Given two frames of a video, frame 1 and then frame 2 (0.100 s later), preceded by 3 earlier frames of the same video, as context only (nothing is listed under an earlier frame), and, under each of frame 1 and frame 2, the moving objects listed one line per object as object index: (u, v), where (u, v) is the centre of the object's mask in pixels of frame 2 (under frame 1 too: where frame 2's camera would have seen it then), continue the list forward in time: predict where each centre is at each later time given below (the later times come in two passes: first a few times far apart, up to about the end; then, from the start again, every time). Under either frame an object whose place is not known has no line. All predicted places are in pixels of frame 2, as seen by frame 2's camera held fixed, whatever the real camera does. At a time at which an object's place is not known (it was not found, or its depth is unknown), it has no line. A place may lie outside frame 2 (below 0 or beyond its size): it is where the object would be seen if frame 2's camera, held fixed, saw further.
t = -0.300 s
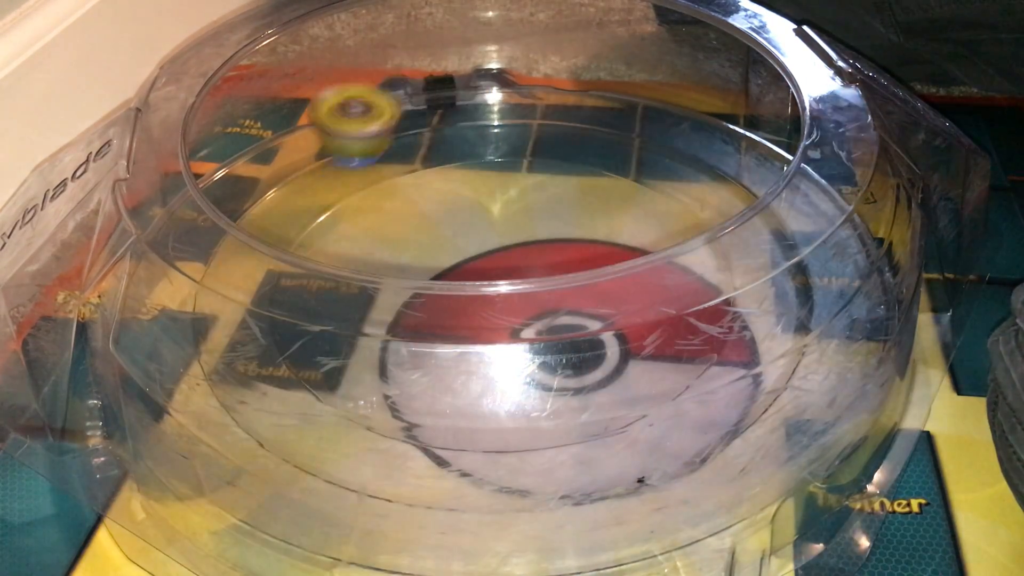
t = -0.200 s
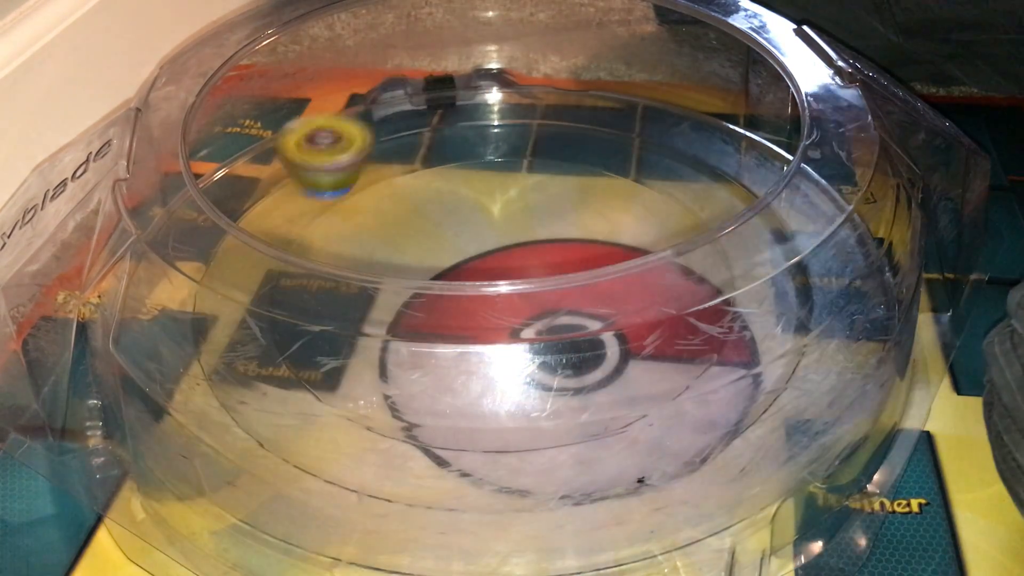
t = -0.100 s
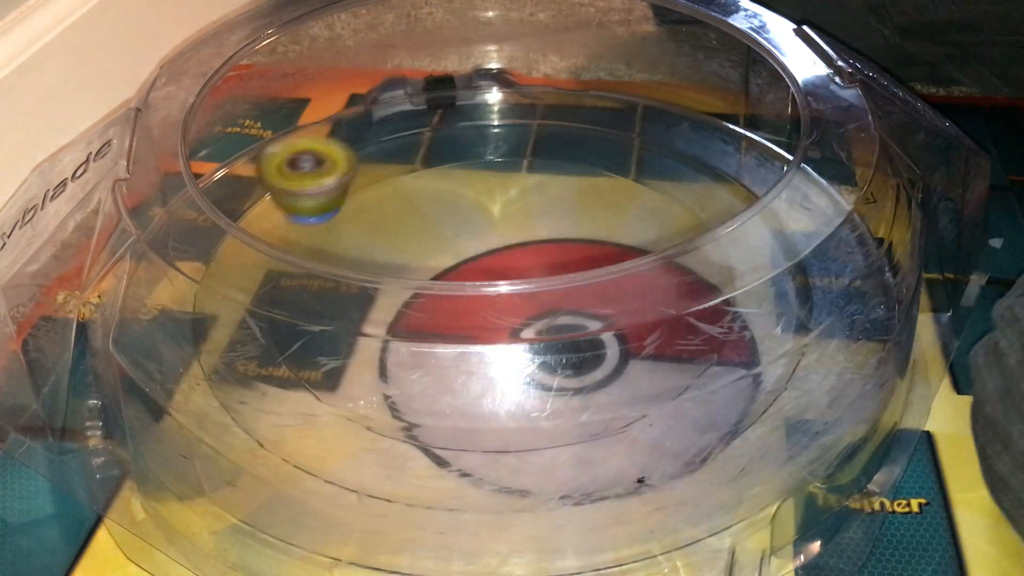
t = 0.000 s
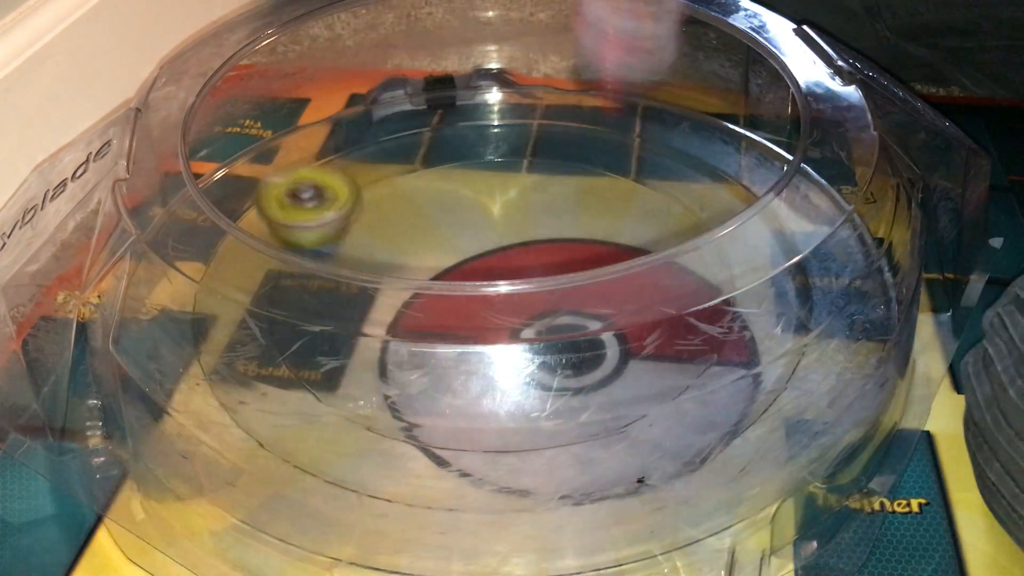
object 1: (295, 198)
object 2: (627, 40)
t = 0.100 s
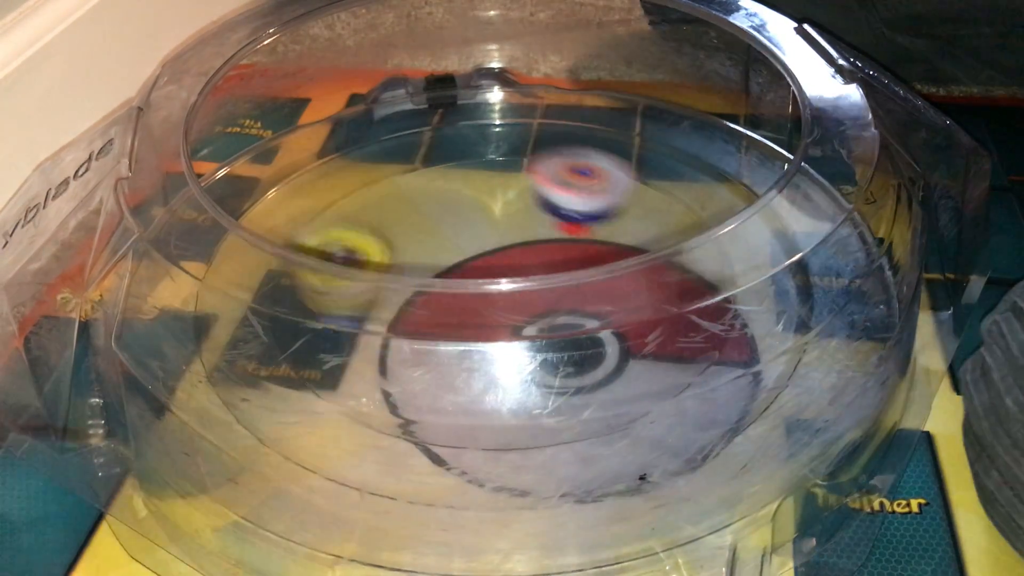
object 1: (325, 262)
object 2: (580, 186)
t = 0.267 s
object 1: (502, 320)
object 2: (459, 251)
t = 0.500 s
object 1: (654, 209)
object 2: (452, 265)
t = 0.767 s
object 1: (474, 173)
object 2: (603, 278)
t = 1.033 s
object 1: (405, 306)
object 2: (550, 324)
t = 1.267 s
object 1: (438, 318)
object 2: (574, 332)
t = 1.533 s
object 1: (468, 263)
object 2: (610, 297)
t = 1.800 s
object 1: (402, 234)
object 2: (551, 241)
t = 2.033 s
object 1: (372, 238)
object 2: (562, 225)
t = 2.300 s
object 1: (415, 261)
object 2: (577, 235)
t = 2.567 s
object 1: (486, 271)
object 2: (601, 207)
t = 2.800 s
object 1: (504, 257)
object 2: (623, 177)
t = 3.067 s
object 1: (473, 261)
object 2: (563, 192)
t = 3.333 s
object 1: (481, 275)
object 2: (500, 204)
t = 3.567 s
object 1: (502, 263)
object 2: (434, 206)
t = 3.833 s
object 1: (512, 254)
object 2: (399, 209)
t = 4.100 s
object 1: (521, 248)
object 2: (339, 186)
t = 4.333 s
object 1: (507, 258)
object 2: (397, 238)
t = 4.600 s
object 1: (538, 261)
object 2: (365, 266)
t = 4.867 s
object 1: (541, 244)
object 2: (389, 316)
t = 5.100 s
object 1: (503, 224)
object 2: (339, 319)
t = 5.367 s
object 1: (494, 203)
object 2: (471, 334)
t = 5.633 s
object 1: (480, 182)
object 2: (551, 359)
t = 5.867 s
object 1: (480, 242)
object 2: (566, 315)
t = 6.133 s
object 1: (435, 259)
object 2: (669, 283)
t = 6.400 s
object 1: (482, 296)
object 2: (610, 234)
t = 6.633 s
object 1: (521, 276)
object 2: (519, 183)
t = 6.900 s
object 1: (488, 256)
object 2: (443, 153)
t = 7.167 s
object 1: (455, 255)
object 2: (390, 206)
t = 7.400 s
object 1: (501, 271)
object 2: (367, 242)
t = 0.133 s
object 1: (356, 285)
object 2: (554, 185)
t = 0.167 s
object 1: (377, 306)
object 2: (526, 198)
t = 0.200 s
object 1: (412, 316)
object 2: (498, 231)
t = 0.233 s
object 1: (458, 320)
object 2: (473, 251)
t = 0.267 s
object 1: (502, 320)
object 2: (459, 251)
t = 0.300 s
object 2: (443, 273)
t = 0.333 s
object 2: (432, 282)
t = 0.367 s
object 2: (427, 285)
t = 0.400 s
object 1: (651, 272)
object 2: (425, 282)
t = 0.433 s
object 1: (653, 234)
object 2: (428, 278)
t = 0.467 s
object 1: (654, 222)
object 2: (436, 273)
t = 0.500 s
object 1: (654, 209)
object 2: (452, 265)
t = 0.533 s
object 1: (644, 192)
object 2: (471, 256)
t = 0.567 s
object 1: (626, 177)
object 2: (495, 263)
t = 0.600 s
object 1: (605, 167)
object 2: (518, 261)
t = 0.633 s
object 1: (583, 161)
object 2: (539, 261)
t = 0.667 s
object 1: (556, 158)
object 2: (560, 261)
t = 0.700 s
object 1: (530, 159)
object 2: (577, 263)
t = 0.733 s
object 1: (502, 163)
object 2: (594, 269)
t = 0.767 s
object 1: (474, 173)
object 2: (603, 278)
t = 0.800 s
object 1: (450, 185)
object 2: (606, 279)
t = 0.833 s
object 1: (427, 202)
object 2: (608, 286)
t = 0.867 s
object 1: (412, 218)
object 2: (609, 299)
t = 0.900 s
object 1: (402, 239)
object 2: (598, 306)
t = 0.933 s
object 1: (399, 253)
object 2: (583, 315)
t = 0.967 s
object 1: (404, 276)
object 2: (563, 320)
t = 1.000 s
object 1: (412, 305)
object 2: (546, 322)
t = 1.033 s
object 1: (405, 306)
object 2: (550, 324)
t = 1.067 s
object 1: (402, 309)
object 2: (558, 331)
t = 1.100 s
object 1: (404, 313)
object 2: (560, 332)
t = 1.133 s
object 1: (413, 317)
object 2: (559, 333)
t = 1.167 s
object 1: (423, 319)
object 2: (559, 334)
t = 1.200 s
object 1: (426, 319)
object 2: (564, 335)
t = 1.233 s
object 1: (430, 319)
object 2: (570, 334)
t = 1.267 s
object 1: (438, 318)
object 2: (574, 332)
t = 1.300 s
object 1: (445, 315)
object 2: (580, 329)
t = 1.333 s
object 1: (446, 312)
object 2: (591, 324)
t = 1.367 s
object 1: (454, 311)
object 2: (599, 320)
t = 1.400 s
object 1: (458, 309)
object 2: (606, 315)
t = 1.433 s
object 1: (467, 303)
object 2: (610, 310)
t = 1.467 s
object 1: (467, 271)
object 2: (612, 304)
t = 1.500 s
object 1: (468, 267)
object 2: (612, 300)
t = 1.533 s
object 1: (468, 263)
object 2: (610, 297)
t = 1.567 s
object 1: (466, 259)
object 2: (605, 284)
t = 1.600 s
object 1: (463, 253)
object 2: (598, 278)
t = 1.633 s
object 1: (457, 249)
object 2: (590, 272)
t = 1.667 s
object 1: (450, 242)
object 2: (582, 267)
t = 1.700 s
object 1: (442, 239)
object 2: (571, 262)
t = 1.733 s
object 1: (433, 236)
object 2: (559, 250)
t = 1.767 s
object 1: (426, 236)
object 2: (548, 248)
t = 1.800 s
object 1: (402, 234)
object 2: (551, 241)
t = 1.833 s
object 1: (384, 233)
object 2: (557, 237)
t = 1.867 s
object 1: (374, 231)
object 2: (561, 232)
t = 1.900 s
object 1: (367, 231)
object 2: (564, 226)
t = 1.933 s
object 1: (365, 232)
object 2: (566, 224)
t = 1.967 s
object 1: (365, 233)
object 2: (566, 223)
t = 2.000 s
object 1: (368, 235)
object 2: (565, 223)
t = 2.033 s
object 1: (372, 238)
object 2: (562, 225)
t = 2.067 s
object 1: (379, 241)
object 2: (559, 227)
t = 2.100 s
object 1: (390, 244)
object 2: (553, 233)
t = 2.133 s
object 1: (402, 248)
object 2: (547, 237)
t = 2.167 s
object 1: (415, 250)
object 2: (540, 242)
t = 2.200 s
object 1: (414, 252)
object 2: (545, 242)
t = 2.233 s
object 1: (410, 254)
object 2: (558, 239)
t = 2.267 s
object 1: (408, 258)
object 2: (569, 237)
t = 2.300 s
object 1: (415, 261)
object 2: (577, 235)
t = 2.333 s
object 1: (430, 270)
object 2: (583, 233)
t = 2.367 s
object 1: (442, 273)
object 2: (588, 231)
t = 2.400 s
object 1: (454, 275)
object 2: (590, 229)
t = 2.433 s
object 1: (466, 275)
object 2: (591, 228)
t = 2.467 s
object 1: (482, 271)
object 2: (589, 228)
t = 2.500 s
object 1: (490, 261)
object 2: (586, 228)
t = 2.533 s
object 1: (485, 263)
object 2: (594, 219)
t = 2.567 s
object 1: (486, 271)
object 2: (601, 207)
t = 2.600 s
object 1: (488, 271)
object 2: (607, 198)
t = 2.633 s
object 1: (487, 264)
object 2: (613, 190)
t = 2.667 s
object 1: (490, 263)
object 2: (617, 184)
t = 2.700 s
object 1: (497, 262)
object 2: (621, 179)
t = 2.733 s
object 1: (497, 262)
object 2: (623, 176)
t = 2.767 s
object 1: (503, 259)
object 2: (624, 175)
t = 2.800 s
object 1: (504, 257)
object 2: (623, 177)
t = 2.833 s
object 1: (505, 256)
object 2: (619, 180)
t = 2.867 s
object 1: (506, 255)
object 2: (612, 185)
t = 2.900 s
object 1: (505, 254)
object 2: (601, 191)
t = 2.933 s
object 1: (503, 252)
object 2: (589, 197)
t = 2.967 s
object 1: (496, 255)
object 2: (582, 196)
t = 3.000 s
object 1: (487, 257)
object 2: (577, 194)
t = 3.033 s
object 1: (477, 260)
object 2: (570, 193)
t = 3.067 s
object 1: (473, 261)
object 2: (563, 192)
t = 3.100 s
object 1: (472, 263)
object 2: (557, 191)
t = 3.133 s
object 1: (471, 264)
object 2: (550, 191)
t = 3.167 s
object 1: (477, 264)
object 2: (543, 192)
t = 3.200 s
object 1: (476, 272)
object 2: (535, 192)
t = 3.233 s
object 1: (477, 274)
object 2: (527, 194)
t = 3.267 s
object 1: (478, 275)
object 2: (519, 197)
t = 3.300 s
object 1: (480, 275)
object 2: (510, 200)
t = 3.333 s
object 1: (481, 275)
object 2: (500, 204)
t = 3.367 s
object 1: (484, 275)
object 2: (490, 206)
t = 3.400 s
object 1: (486, 275)
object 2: (479, 209)
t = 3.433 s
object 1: (487, 266)
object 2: (469, 211)
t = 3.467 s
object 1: (491, 265)
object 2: (457, 212)
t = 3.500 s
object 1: (497, 265)
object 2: (447, 209)
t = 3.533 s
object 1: (498, 266)
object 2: (439, 207)
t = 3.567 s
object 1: (502, 263)
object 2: (434, 206)
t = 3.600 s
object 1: (501, 263)
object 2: (431, 205)
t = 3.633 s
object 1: (504, 260)
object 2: (430, 204)
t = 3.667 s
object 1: (504, 259)
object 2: (428, 205)
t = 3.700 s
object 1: (501, 257)
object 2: (428, 206)
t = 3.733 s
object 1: (498, 255)
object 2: (427, 209)
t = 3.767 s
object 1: (496, 254)
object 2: (425, 212)
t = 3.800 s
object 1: (502, 254)
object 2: (418, 213)
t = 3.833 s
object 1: (512, 254)
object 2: (399, 209)
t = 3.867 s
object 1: (518, 254)
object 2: (383, 202)
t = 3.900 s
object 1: (522, 254)
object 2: (372, 197)
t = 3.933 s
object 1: (525, 253)
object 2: (363, 193)
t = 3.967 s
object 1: (526, 251)
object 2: (354, 190)
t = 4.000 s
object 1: (527, 250)
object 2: (347, 187)
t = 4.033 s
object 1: (526, 249)
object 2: (343, 185)
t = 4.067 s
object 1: (524, 248)
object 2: (340, 184)
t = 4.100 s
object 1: (521, 248)
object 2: (339, 186)
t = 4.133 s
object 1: (516, 248)
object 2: (343, 190)
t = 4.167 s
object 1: (511, 249)
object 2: (351, 195)
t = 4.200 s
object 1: (506, 249)
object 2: (362, 202)
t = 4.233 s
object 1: (499, 251)
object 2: (375, 213)
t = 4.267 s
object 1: (494, 252)
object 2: (389, 225)
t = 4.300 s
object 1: (491, 255)
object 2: (403, 234)
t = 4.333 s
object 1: (507, 258)
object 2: (397, 238)
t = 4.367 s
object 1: (513, 261)
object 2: (391, 240)
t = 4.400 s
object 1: (520, 270)
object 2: (385, 242)
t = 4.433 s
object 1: (525, 272)
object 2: (379, 244)
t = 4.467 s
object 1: (530, 272)
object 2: (374, 245)
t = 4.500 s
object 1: (536, 270)
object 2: (367, 255)
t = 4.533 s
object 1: (537, 261)
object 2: (364, 258)
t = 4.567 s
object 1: (538, 261)
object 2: (363, 262)
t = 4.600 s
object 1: (538, 261)
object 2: (365, 266)
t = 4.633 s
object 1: (540, 259)
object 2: (370, 270)
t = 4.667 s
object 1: (538, 259)
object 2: (377, 273)
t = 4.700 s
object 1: (533, 258)
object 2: (388, 275)
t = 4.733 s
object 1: (526, 258)
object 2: (399, 288)
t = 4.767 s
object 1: (517, 259)
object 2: (412, 291)
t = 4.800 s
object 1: (518, 257)
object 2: (419, 294)
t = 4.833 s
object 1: (532, 251)
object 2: (404, 309)
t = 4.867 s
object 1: (541, 244)
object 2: (389, 316)
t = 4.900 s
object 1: (543, 238)
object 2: (376, 318)
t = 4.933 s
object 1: (540, 233)
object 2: (364, 319)
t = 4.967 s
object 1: (535, 228)
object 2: (355, 319)
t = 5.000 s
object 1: (528, 224)
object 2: (342, 323)
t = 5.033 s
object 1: (521, 222)
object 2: (336, 322)
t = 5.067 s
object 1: (512, 222)
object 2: (335, 321)
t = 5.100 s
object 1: (503, 224)
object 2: (339, 319)
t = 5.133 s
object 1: (493, 226)
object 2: (349, 317)
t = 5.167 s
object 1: (485, 231)
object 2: (364, 315)
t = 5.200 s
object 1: (477, 235)
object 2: (385, 314)
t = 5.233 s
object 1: (473, 238)
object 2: (409, 307)
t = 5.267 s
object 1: (470, 240)
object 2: (433, 307)
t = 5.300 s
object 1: (480, 232)
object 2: (446, 322)
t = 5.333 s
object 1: (489, 217)
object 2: (458, 328)
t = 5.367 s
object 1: (494, 203)
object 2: (471, 334)
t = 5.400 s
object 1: (494, 194)
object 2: (481, 339)
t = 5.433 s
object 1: (493, 187)
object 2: (496, 345)
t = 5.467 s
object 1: (491, 182)
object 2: (510, 348)
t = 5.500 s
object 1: (488, 179)
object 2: (522, 354)
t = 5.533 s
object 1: (486, 178)
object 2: (534, 361)
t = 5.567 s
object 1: (484, 178)
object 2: (544, 363)
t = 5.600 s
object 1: (482, 179)
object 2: (548, 362)
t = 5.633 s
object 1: (480, 182)
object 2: (551, 359)
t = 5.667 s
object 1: (479, 187)
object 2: (553, 358)
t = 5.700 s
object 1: (478, 193)
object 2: (566, 352)
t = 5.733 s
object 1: (478, 201)
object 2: (561, 348)
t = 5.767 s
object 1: (478, 211)
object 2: (563, 343)
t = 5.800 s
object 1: (477, 224)
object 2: (566, 338)
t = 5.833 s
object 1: (478, 233)
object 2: (568, 329)
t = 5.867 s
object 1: (480, 242)
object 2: (566, 315)
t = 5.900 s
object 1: (482, 249)
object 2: (571, 308)
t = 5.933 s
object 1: (470, 247)
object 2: (595, 303)
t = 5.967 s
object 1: (459, 244)
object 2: (613, 299)
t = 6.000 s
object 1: (452, 245)
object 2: (630, 295)
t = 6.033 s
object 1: (447, 247)
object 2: (642, 292)
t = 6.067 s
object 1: (441, 251)
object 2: (654, 288)
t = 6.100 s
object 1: (437, 255)
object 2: (662, 285)
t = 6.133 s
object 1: (435, 259)
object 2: (669, 283)
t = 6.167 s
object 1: (431, 262)
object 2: (669, 273)
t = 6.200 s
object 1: (434, 265)
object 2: (668, 272)
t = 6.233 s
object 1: (439, 280)
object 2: (662, 265)
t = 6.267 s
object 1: (442, 292)
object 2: (656, 262)
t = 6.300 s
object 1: (454, 295)
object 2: (645, 255)
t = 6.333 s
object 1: (464, 296)
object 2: (635, 249)
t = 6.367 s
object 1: (472, 295)
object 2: (624, 242)
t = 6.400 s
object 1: (482, 296)
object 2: (610, 234)
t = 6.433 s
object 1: (493, 291)
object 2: (595, 232)
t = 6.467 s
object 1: (500, 292)
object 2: (579, 228)
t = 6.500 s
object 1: (512, 279)
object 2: (565, 223)
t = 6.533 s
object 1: (516, 280)
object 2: (553, 212)
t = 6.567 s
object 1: (516, 279)
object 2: (541, 201)
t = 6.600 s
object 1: (518, 279)
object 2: (531, 192)
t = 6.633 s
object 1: (521, 276)
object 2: (519, 183)
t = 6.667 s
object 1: (520, 271)
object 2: (508, 175)
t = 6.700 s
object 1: (515, 269)
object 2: (499, 169)
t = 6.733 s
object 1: (515, 261)
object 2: (489, 165)
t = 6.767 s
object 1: (505, 262)
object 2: (480, 160)
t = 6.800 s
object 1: (506, 259)
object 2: (471, 156)
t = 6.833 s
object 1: (496, 259)
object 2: (462, 155)
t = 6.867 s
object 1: (494, 257)
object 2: (452, 153)
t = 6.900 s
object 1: (488, 256)
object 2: (443, 153)
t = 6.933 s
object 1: (483, 254)
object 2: (434, 155)
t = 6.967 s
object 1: (478, 254)
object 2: (425, 158)
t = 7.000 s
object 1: (473, 253)
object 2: (417, 162)
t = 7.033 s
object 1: (467, 253)
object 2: (411, 169)
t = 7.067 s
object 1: (463, 253)
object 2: (405, 177)
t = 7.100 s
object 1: (459, 253)
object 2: (400, 187)
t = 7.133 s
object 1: (455, 253)
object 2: (397, 197)
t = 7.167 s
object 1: (455, 255)
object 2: (390, 206)
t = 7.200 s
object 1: (459, 258)
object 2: (382, 210)
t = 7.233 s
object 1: (465, 260)
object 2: (378, 215)
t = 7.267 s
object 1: (468, 262)
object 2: (374, 221)
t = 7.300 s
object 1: (477, 263)
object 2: (371, 227)
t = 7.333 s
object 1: (486, 269)
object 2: (368, 232)
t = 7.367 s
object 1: (494, 271)
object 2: (367, 237)
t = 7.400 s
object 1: (501, 271)
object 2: (367, 242)
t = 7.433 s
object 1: (507, 271)
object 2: (368, 254)
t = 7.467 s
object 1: (511, 268)
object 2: (372, 265)
